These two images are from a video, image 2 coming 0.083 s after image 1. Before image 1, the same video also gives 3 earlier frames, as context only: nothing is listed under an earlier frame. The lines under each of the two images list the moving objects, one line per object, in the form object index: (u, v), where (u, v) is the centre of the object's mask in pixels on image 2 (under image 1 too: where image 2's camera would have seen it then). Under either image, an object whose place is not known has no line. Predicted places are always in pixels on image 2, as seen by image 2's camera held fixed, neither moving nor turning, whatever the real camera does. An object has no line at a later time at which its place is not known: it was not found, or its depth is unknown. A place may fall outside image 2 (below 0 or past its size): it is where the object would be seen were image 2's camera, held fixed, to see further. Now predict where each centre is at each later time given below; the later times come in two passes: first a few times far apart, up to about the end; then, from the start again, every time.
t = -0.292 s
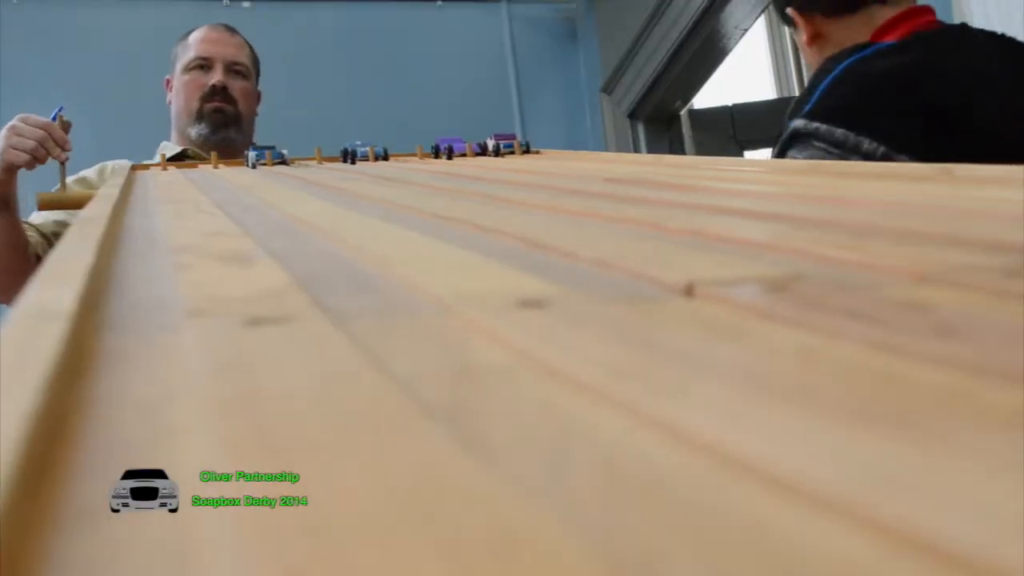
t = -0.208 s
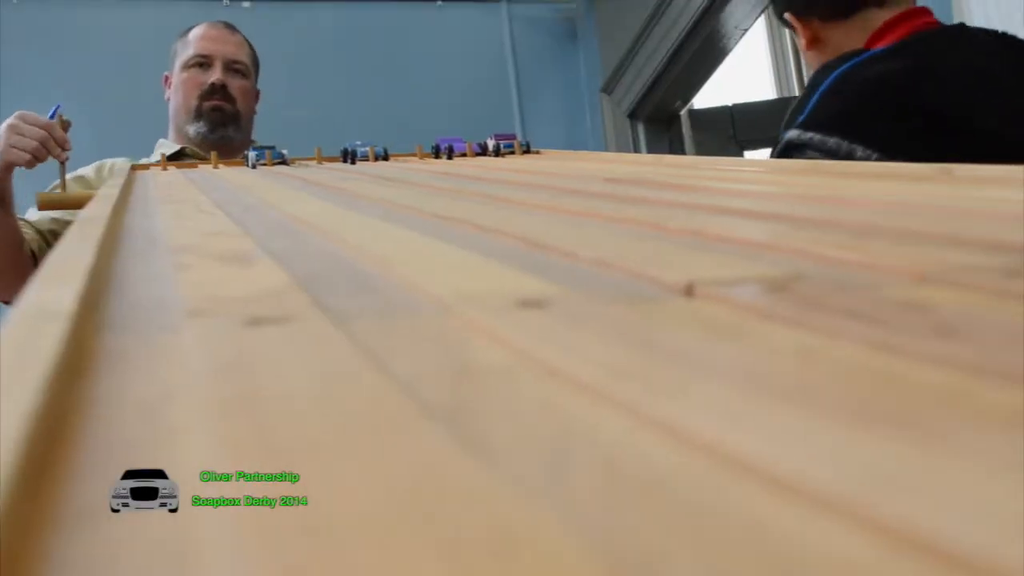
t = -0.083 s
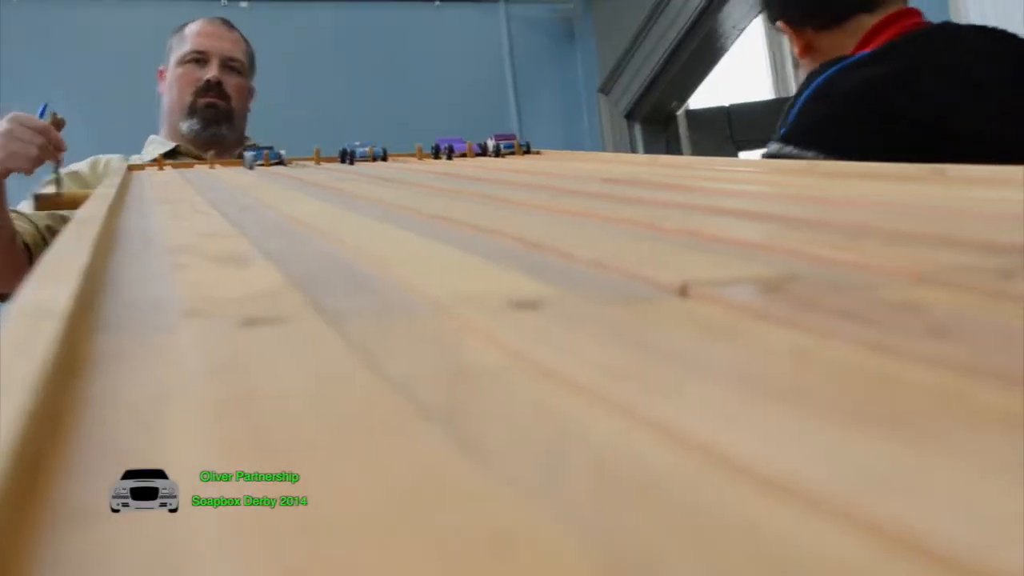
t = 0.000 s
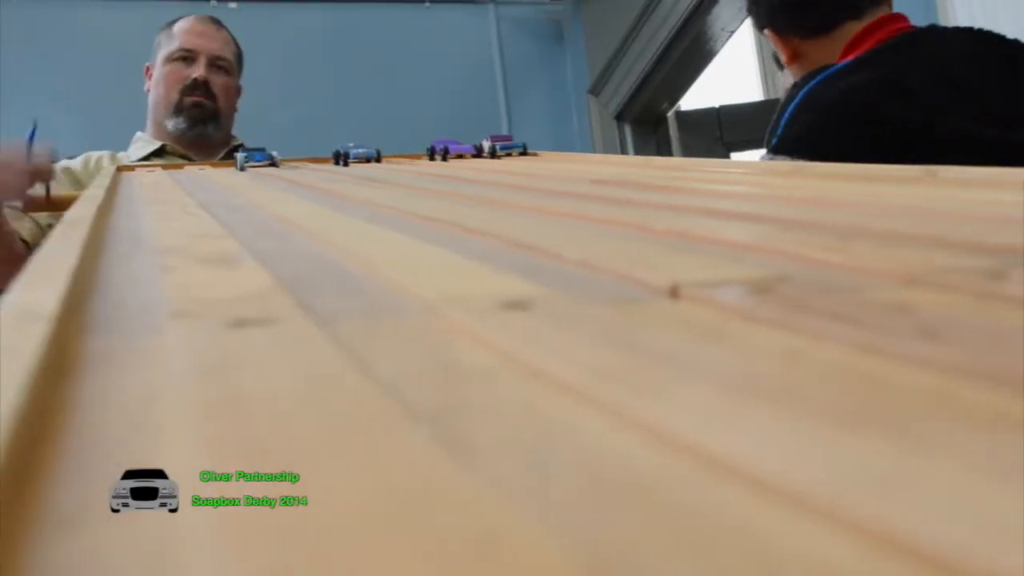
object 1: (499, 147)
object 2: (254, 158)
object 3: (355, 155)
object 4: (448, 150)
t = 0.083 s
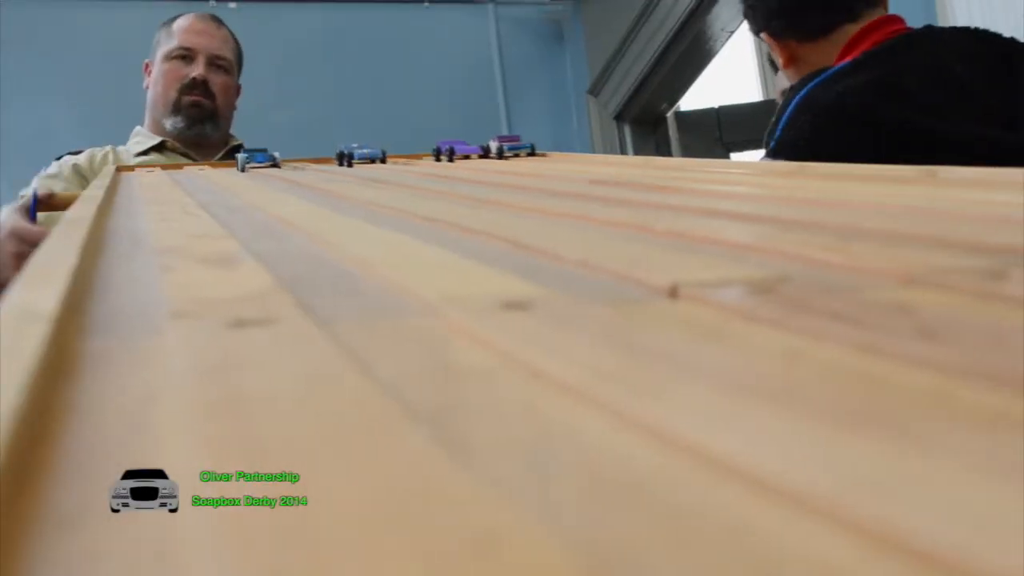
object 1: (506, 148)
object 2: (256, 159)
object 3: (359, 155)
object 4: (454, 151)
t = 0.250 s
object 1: (533, 148)
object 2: (263, 160)
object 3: (377, 156)
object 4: (476, 152)
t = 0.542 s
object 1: (632, 152)
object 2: (299, 166)
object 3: (436, 161)
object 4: (559, 155)
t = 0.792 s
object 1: (840, 157)
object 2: (373, 181)
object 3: (572, 174)
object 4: (725, 162)
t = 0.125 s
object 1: (512, 148)
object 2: (257, 159)
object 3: (363, 155)
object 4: (459, 151)
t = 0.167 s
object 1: (519, 148)
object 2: (259, 159)
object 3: (367, 155)
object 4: (464, 151)
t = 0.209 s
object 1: (526, 148)
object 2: (261, 160)
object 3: (372, 156)
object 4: (470, 151)
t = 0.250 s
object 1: (533, 148)
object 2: (263, 160)
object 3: (377, 156)
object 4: (476, 152)
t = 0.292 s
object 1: (542, 148)
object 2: (267, 160)
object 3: (383, 157)
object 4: (484, 152)
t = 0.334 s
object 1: (552, 149)
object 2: (270, 161)
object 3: (389, 157)
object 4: (493, 153)
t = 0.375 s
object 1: (565, 149)
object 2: (275, 162)
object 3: (397, 157)
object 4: (502, 153)
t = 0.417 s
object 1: (577, 150)
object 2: (280, 163)
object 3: (406, 158)
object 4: (514, 153)
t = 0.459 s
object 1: (593, 151)
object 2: (285, 164)
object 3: (414, 159)
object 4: (526, 153)
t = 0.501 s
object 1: (611, 151)
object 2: (292, 165)
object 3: (425, 159)
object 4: (541, 154)
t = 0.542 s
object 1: (632, 152)
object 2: (299, 166)
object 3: (436, 161)
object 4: (559, 155)
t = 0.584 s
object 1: (652, 153)
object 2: (307, 168)
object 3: (451, 162)
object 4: (576, 156)
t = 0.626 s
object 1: (679, 153)
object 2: (316, 169)
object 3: (467, 164)
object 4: (600, 156)
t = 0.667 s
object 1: (704, 154)
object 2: (326, 172)
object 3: (488, 166)
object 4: (623, 158)
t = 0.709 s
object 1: (745, 156)
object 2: (339, 174)
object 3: (509, 168)
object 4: (653, 159)
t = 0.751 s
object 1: (789, 156)
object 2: (354, 177)
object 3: (538, 170)
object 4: (684, 159)
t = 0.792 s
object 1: (840, 157)
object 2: (373, 181)
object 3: (572, 174)
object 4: (725, 162)
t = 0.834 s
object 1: (900, 159)
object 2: (397, 186)
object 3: (617, 179)
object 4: (777, 162)
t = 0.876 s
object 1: (960, 160)
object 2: (426, 192)
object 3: (667, 184)
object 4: (838, 165)
